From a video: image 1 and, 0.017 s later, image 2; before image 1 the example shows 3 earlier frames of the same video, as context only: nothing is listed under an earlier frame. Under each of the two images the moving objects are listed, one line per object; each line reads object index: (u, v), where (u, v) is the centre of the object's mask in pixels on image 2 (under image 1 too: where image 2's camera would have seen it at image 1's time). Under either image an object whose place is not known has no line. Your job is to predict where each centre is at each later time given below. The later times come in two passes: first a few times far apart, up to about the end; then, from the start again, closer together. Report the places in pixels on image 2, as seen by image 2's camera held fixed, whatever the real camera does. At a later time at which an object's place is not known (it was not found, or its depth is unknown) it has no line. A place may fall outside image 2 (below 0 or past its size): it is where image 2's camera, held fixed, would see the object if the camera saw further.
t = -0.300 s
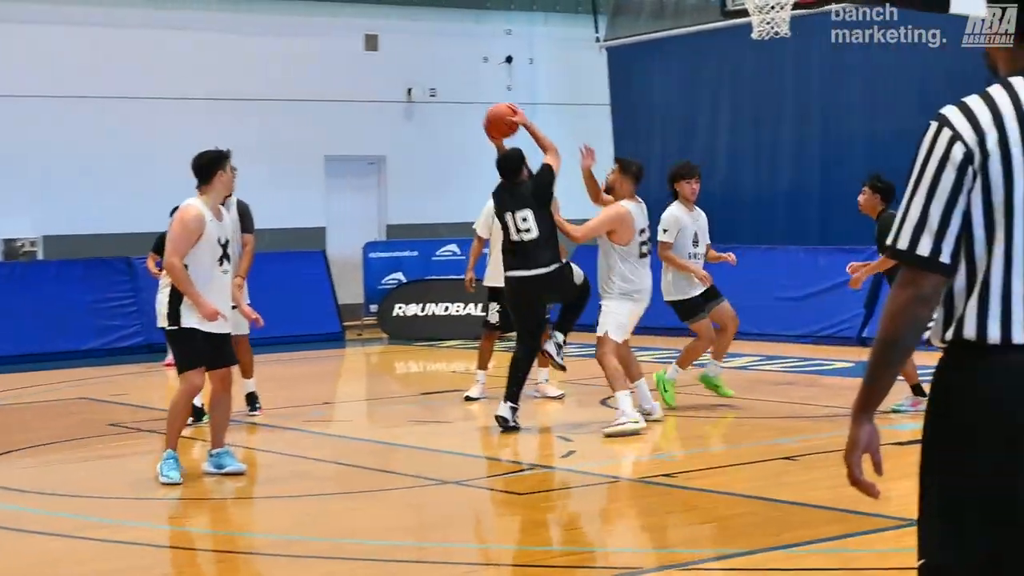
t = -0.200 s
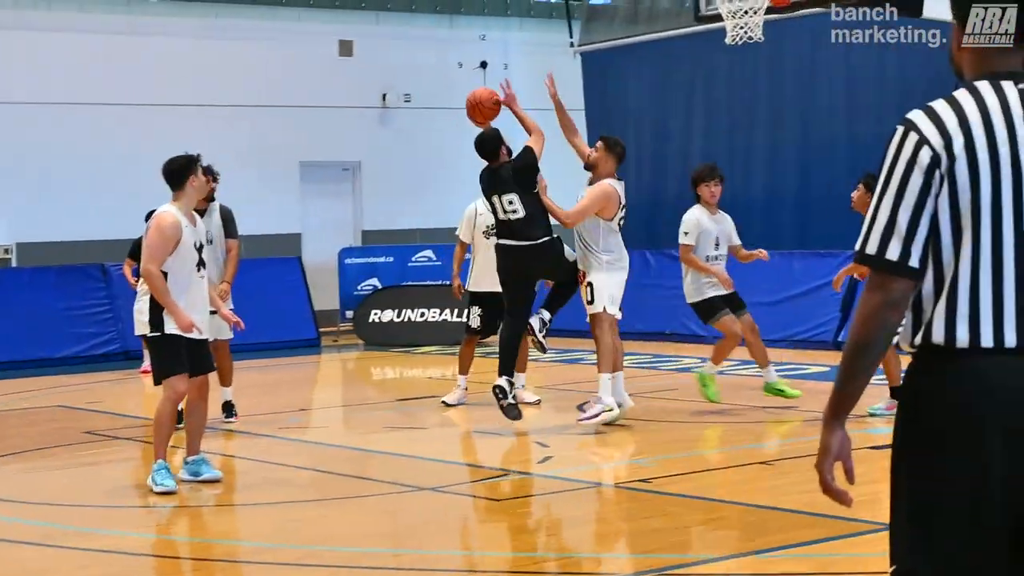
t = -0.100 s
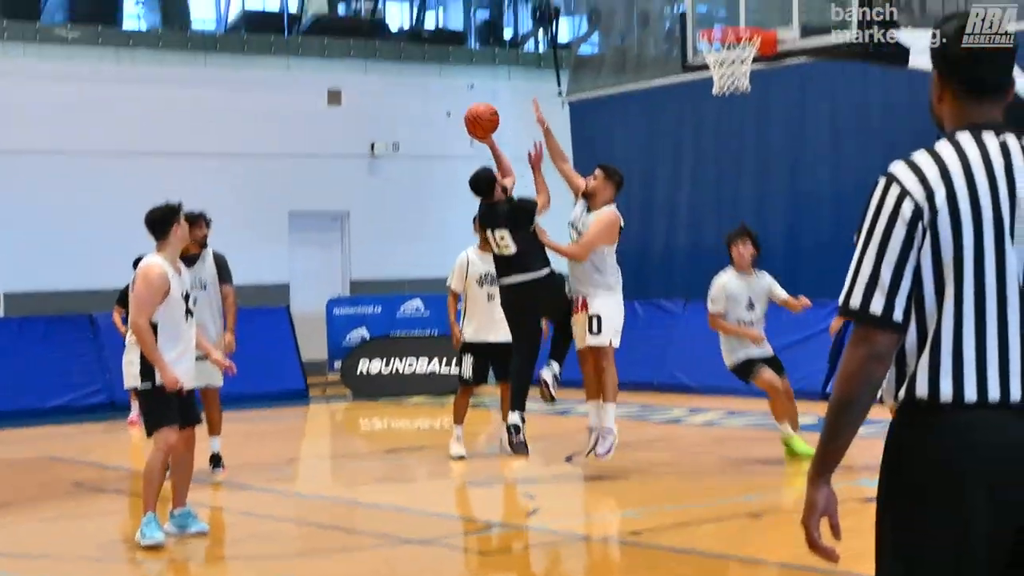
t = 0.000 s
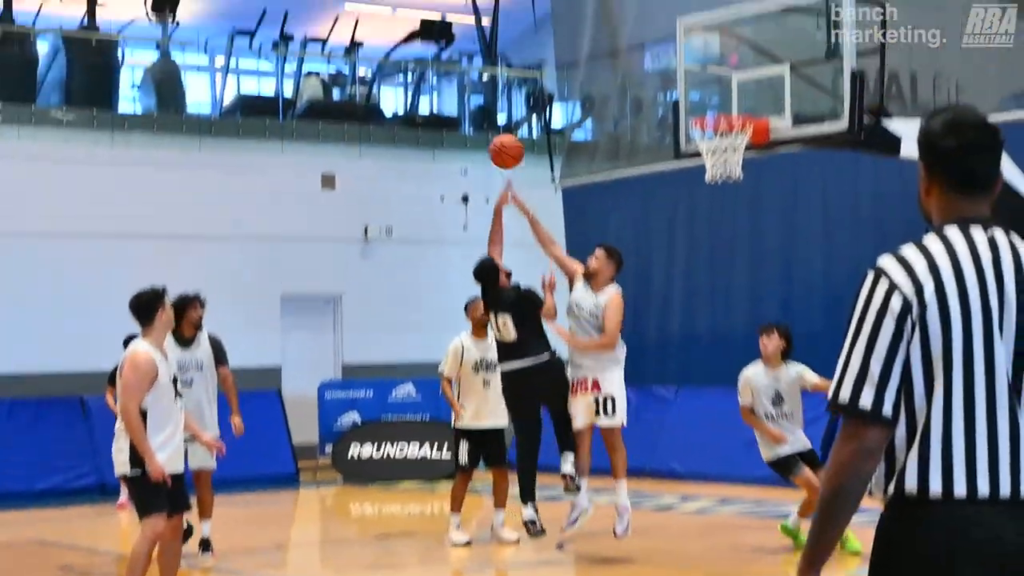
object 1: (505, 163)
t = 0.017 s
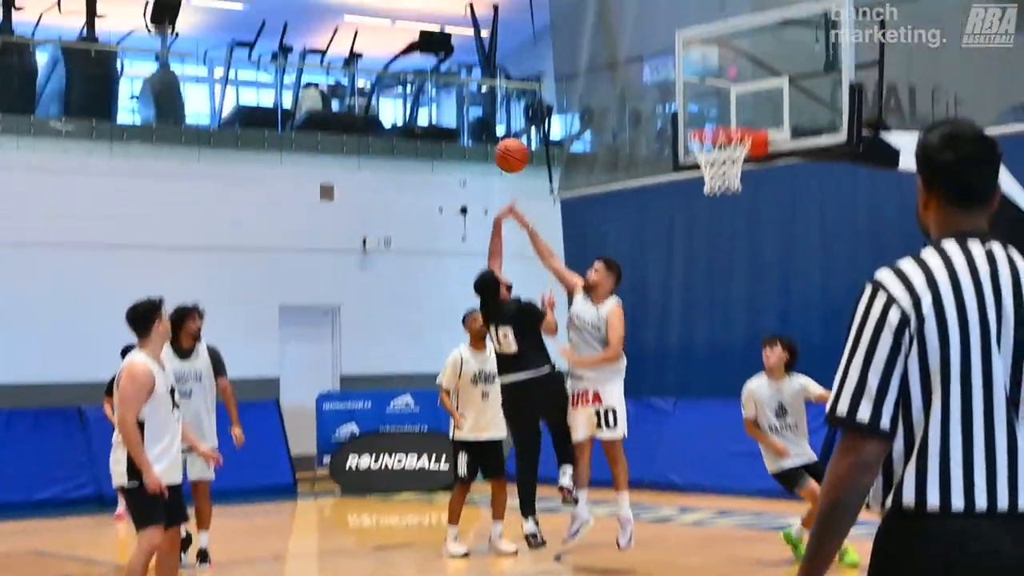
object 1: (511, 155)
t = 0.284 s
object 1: (611, 86)
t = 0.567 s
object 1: (711, 118)
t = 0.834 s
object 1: (727, 225)
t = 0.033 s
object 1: (518, 148)
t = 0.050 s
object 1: (524, 141)
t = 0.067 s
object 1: (531, 135)
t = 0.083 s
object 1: (537, 128)
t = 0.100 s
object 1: (543, 122)
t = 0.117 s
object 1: (549, 117)
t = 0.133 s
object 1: (555, 112)
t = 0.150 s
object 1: (562, 107)
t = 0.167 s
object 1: (568, 103)
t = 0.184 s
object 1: (574, 100)
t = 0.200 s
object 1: (580, 96)
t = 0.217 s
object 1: (586, 94)
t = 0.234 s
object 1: (592, 91)
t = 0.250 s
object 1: (599, 89)
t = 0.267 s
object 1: (605, 87)
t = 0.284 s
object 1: (611, 86)
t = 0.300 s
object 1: (617, 85)
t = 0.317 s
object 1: (623, 85)
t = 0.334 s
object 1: (629, 84)
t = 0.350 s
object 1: (635, 85)
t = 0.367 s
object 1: (641, 85)
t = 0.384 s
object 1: (647, 86)
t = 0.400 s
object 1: (653, 87)
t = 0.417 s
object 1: (659, 89)
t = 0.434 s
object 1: (665, 91)
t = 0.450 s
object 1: (671, 93)
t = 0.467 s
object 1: (677, 96)
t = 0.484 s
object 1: (683, 99)
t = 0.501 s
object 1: (689, 103)
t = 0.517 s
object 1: (695, 107)
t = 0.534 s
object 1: (700, 111)
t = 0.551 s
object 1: (706, 115)
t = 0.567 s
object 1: (711, 118)
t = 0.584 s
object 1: (717, 121)
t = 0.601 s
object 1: (723, 124)
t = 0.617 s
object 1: (729, 126)
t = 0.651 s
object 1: (736, 148)
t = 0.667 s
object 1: (738, 153)
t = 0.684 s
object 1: (738, 160)
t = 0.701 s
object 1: (736, 167)
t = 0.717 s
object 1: (735, 174)
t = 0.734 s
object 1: (733, 180)
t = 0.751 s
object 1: (732, 187)
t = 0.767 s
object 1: (731, 198)
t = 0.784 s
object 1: (730, 202)
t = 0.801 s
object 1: (729, 209)
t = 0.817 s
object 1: (728, 217)
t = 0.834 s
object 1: (727, 225)
